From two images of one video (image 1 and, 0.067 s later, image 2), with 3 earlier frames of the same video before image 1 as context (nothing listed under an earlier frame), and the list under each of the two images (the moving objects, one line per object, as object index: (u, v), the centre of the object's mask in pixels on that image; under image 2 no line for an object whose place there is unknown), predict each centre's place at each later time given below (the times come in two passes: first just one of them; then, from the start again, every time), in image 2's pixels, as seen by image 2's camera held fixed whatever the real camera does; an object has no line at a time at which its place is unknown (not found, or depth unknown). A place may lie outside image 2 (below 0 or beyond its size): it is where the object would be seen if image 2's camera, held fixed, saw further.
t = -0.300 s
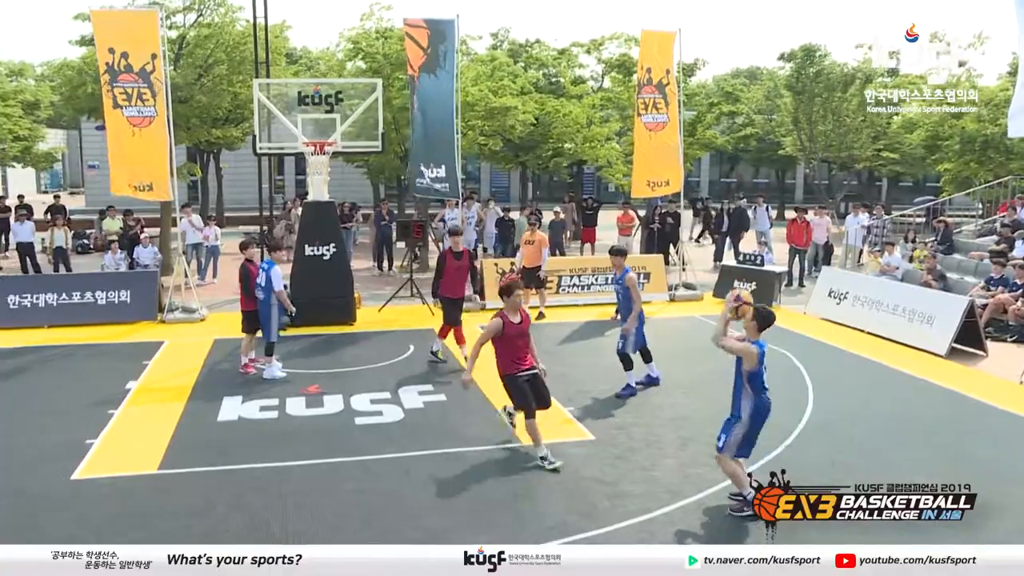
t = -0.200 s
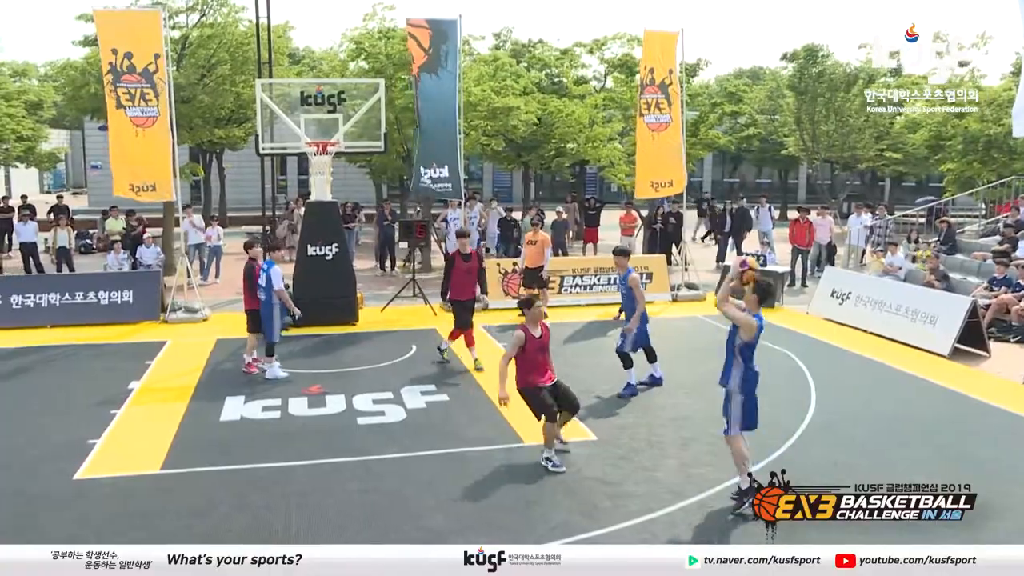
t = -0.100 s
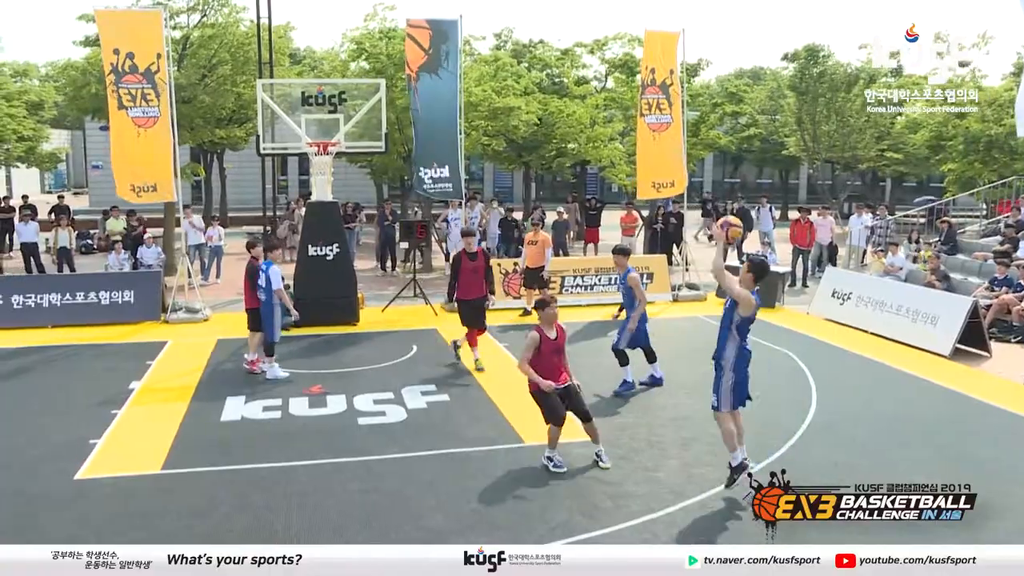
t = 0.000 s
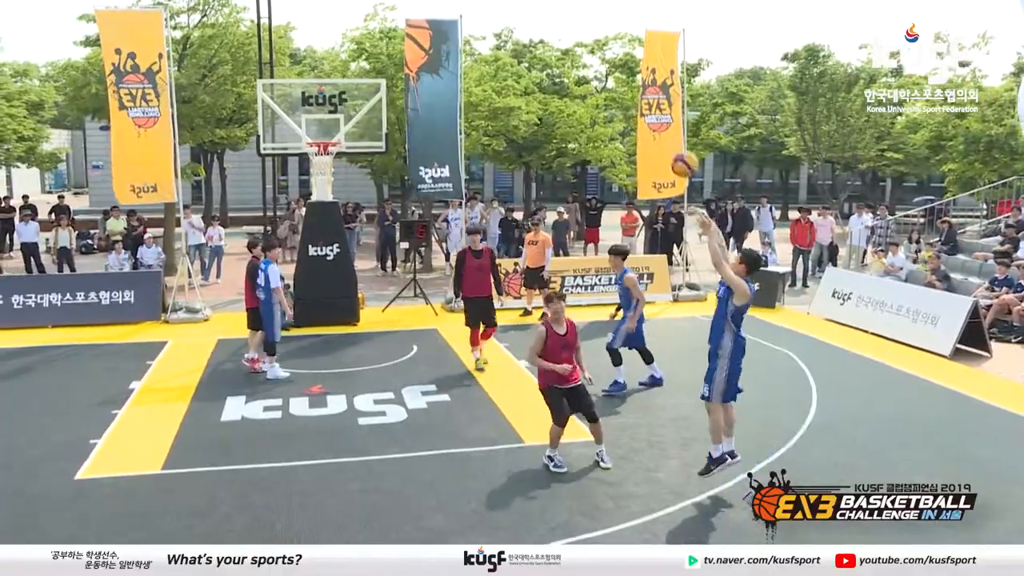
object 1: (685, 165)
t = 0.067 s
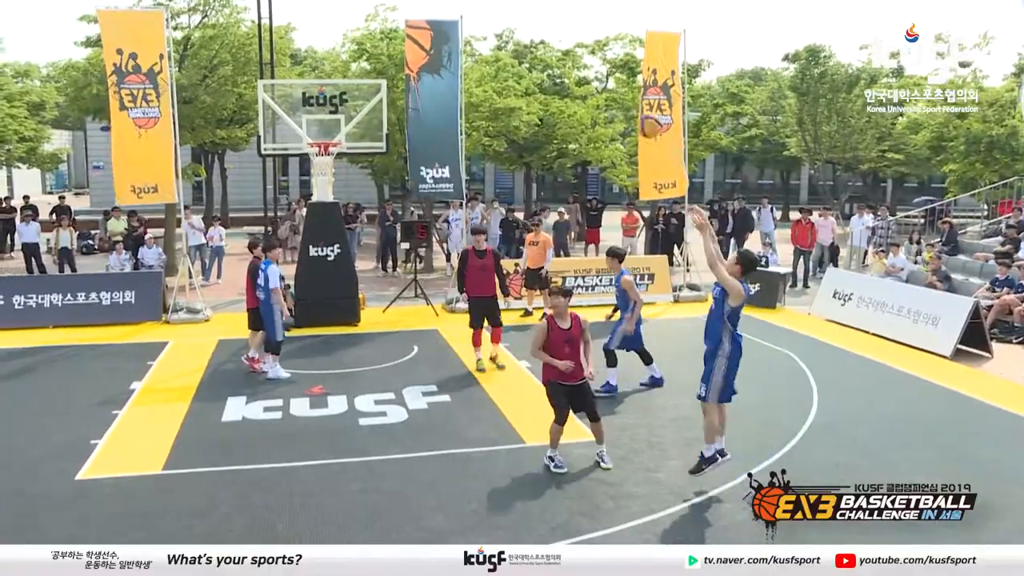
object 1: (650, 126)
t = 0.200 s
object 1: (585, 68)
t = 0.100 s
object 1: (632, 108)
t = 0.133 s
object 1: (615, 93)
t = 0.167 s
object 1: (600, 80)
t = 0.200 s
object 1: (585, 68)
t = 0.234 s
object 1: (570, 57)
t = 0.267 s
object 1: (556, 49)
